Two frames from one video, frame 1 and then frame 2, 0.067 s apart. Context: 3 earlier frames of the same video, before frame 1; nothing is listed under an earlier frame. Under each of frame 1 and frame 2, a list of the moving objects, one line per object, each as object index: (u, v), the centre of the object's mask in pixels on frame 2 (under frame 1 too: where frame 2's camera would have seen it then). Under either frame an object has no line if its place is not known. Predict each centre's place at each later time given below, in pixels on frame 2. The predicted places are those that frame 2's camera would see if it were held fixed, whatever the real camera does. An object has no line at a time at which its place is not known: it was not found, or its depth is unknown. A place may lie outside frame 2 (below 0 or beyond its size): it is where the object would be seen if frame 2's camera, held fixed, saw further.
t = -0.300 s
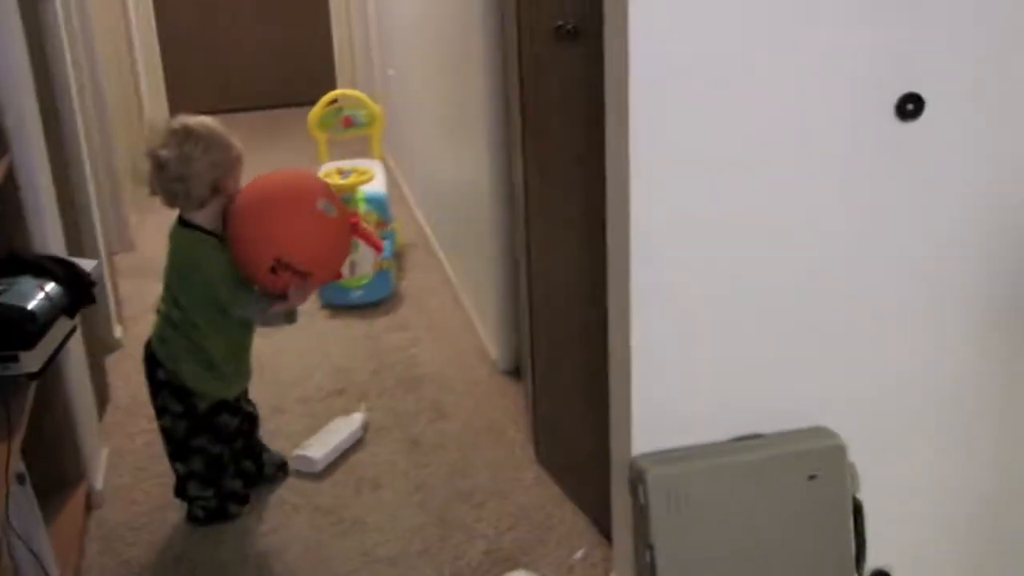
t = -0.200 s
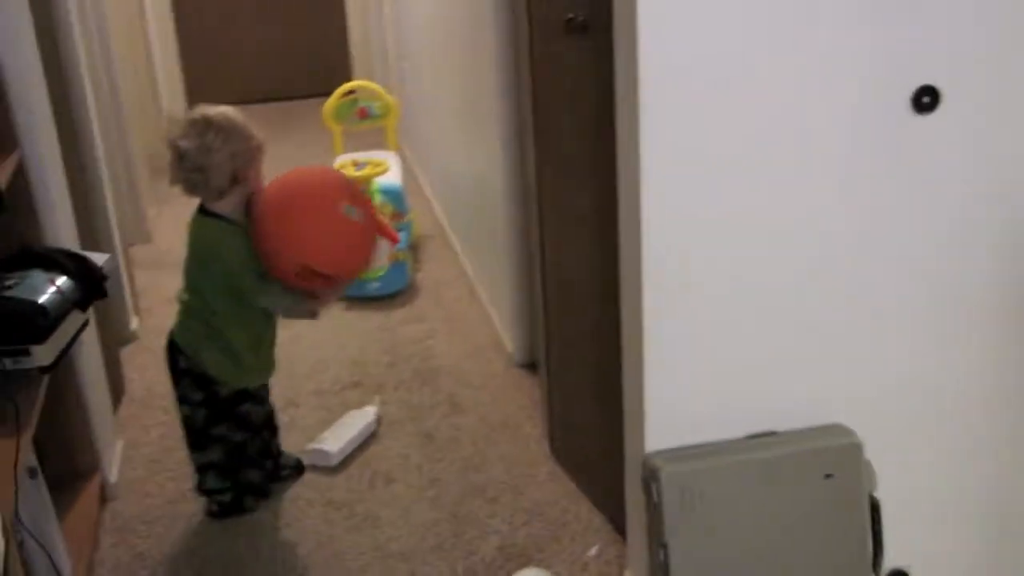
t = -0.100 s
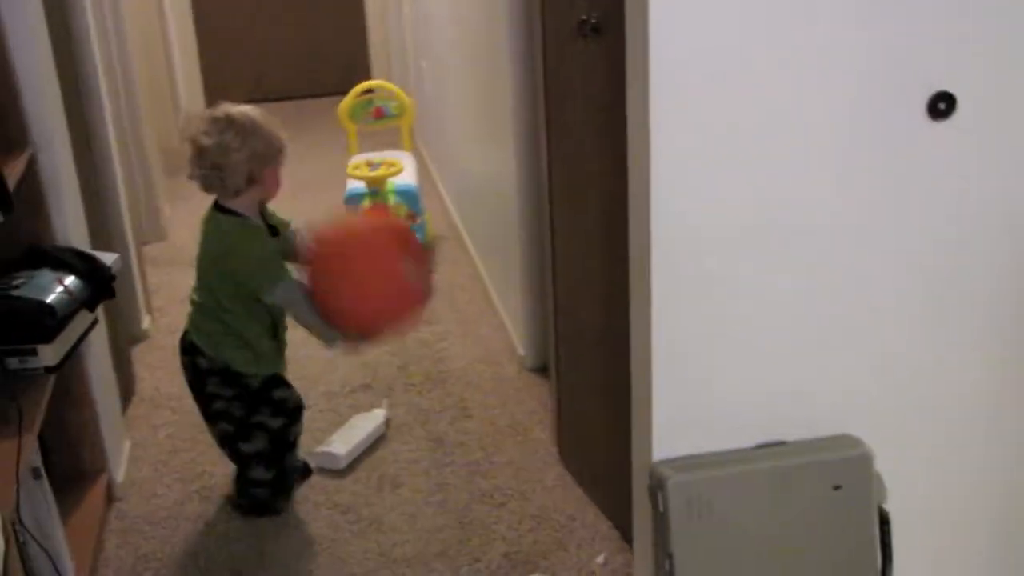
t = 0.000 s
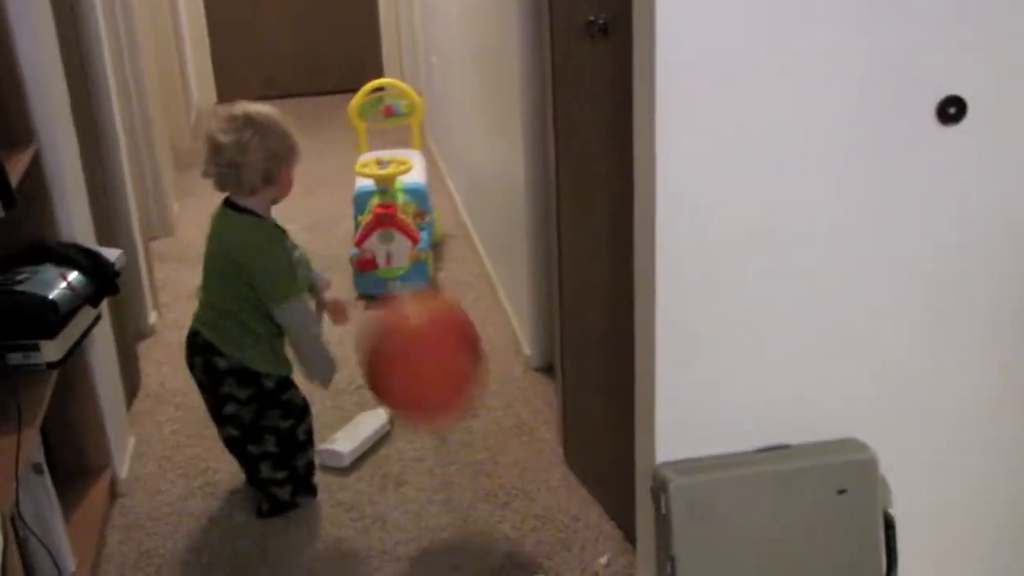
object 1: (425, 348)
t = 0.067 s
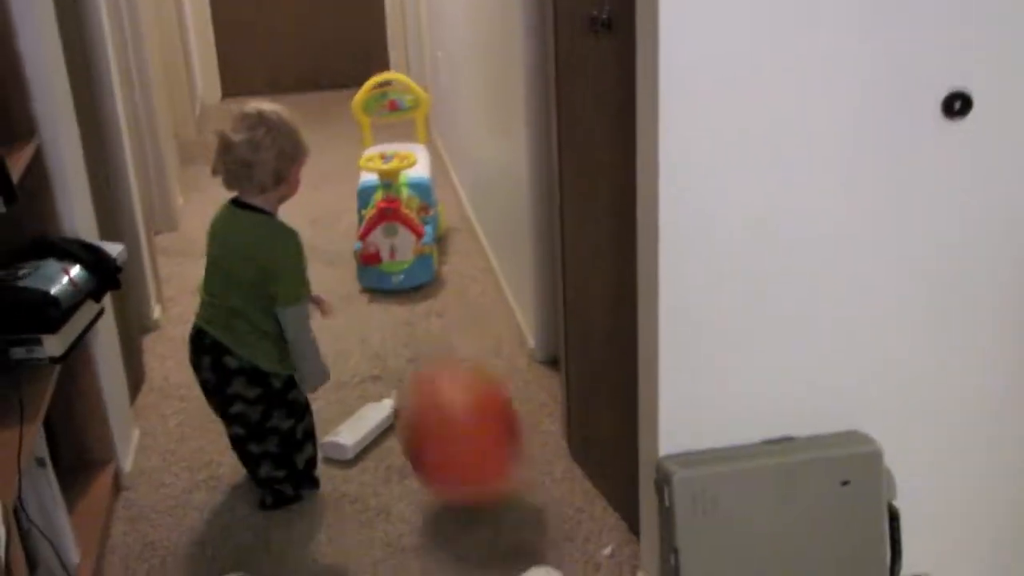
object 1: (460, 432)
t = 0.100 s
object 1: (474, 454)
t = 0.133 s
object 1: (479, 423)
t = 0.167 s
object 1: (485, 397)
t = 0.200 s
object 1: (490, 373)
